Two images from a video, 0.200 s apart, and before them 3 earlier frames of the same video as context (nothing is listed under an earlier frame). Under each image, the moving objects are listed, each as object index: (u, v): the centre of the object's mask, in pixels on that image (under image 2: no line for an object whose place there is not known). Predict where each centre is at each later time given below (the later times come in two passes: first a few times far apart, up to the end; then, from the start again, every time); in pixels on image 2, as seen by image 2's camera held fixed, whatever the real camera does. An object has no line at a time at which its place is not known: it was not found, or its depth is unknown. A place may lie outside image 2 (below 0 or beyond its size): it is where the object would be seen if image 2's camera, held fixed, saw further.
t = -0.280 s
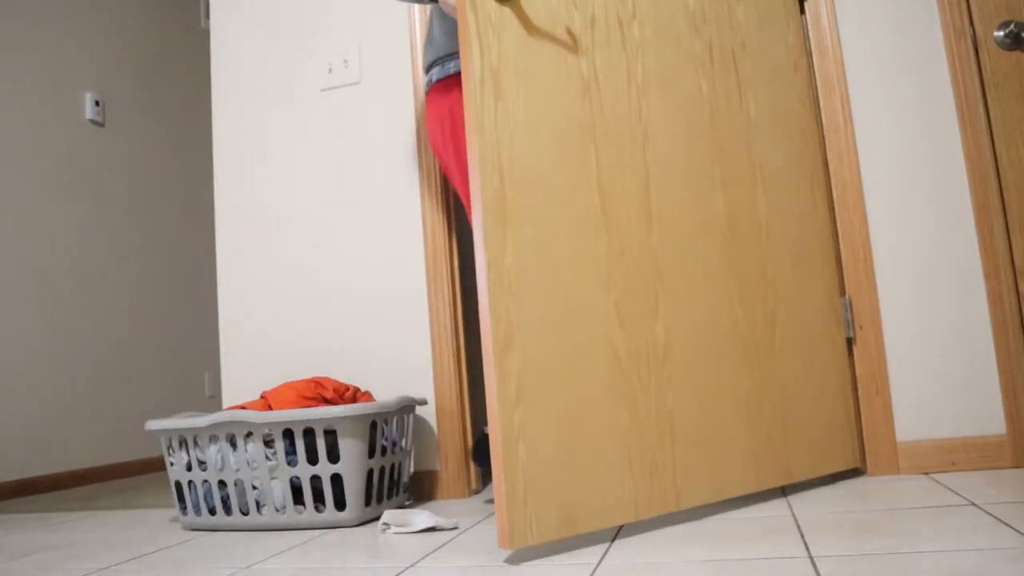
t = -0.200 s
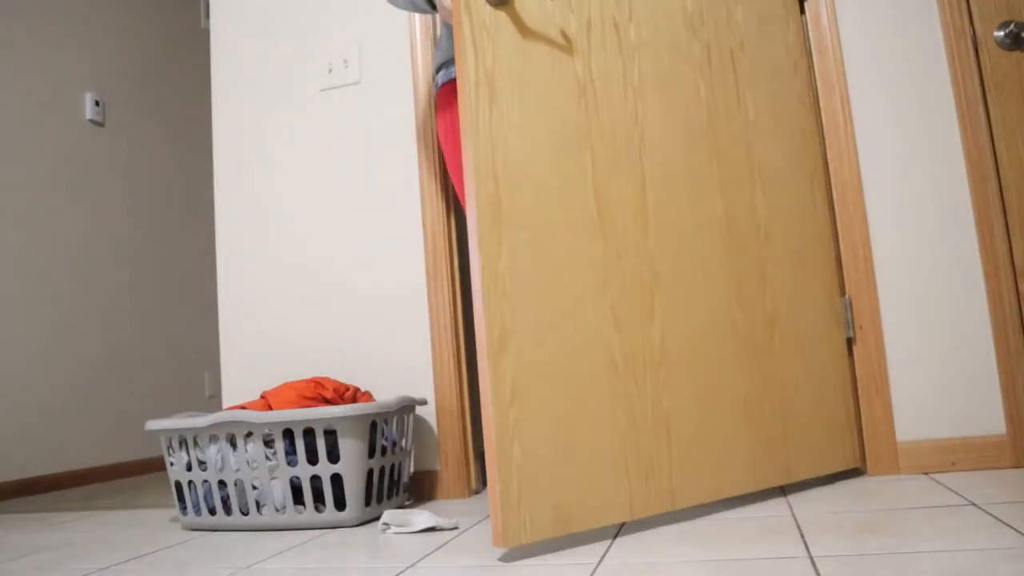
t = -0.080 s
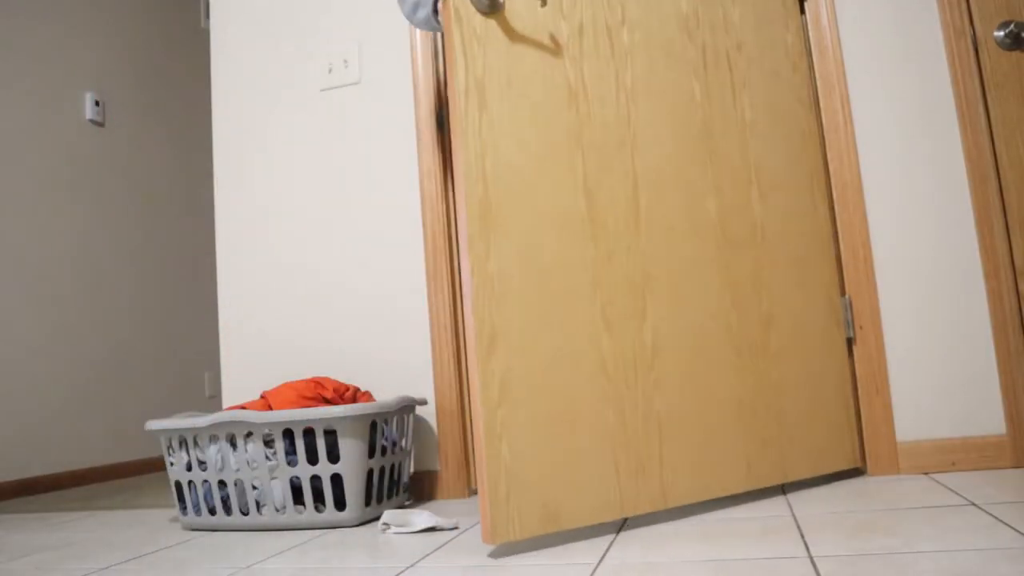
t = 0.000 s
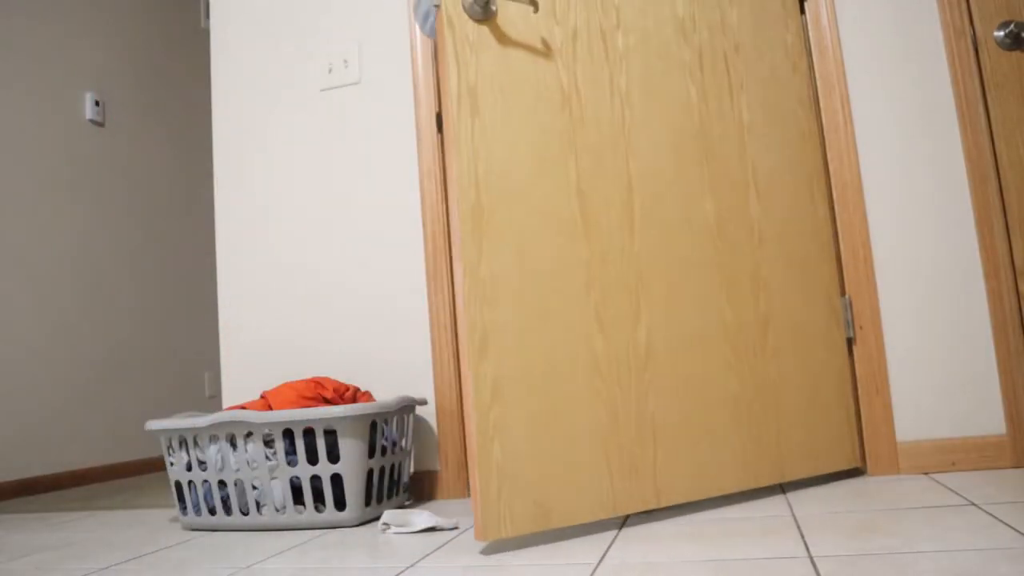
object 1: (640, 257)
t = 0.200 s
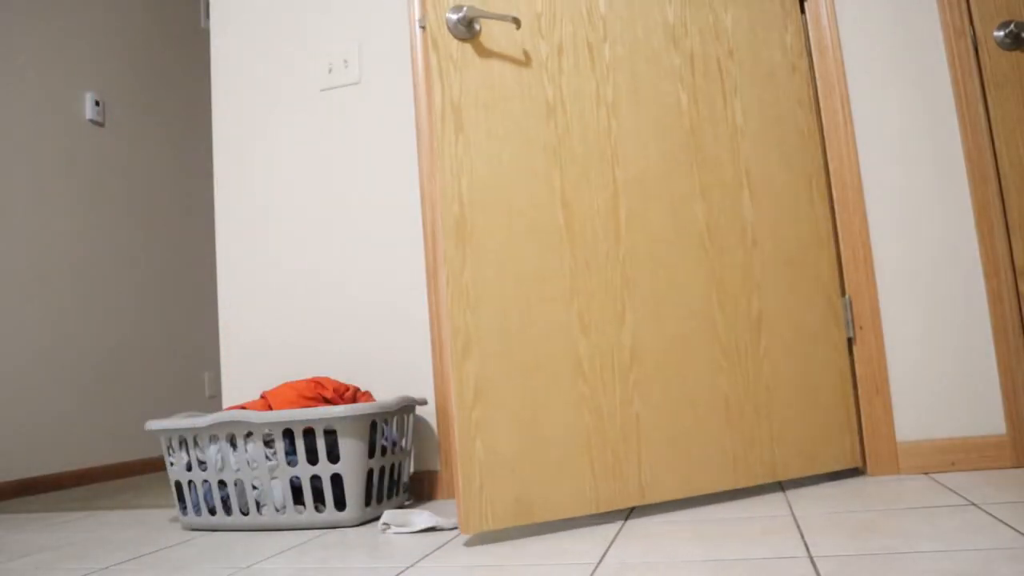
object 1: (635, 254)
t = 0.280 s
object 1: (627, 253)
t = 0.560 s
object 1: (626, 251)
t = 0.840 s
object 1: (626, 248)
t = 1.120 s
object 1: (627, 247)
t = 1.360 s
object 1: (627, 246)
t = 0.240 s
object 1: (627, 253)
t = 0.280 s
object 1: (627, 253)
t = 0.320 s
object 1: (626, 253)
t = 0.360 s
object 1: (627, 252)
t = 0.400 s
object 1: (627, 252)
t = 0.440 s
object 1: (626, 251)
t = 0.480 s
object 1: (626, 251)
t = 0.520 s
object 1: (626, 251)
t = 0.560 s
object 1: (626, 251)
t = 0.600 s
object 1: (626, 250)
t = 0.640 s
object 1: (626, 250)
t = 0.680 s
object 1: (626, 249)
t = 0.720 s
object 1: (626, 249)
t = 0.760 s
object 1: (626, 249)
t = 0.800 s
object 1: (626, 249)
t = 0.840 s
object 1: (626, 248)
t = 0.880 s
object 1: (626, 248)
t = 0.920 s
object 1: (626, 248)
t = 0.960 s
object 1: (626, 248)
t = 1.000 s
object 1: (626, 248)
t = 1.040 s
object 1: (626, 247)
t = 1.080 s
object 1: (627, 247)
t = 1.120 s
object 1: (627, 247)
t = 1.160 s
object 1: (627, 247)
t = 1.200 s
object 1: (627, 247)
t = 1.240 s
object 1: (627, 247)
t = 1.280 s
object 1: (627, 247)
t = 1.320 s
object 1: (627, 247)
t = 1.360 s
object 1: (627, 246)
